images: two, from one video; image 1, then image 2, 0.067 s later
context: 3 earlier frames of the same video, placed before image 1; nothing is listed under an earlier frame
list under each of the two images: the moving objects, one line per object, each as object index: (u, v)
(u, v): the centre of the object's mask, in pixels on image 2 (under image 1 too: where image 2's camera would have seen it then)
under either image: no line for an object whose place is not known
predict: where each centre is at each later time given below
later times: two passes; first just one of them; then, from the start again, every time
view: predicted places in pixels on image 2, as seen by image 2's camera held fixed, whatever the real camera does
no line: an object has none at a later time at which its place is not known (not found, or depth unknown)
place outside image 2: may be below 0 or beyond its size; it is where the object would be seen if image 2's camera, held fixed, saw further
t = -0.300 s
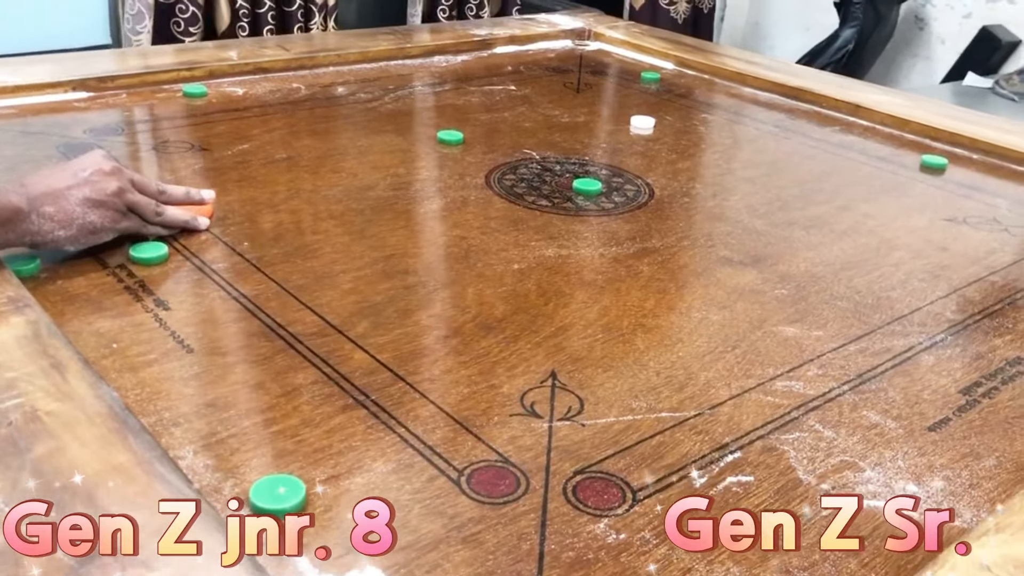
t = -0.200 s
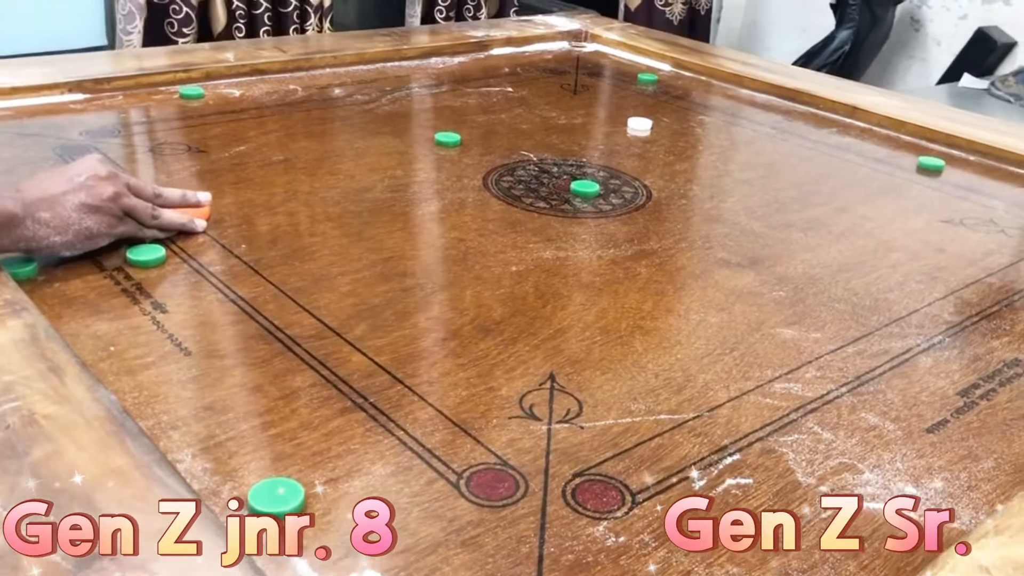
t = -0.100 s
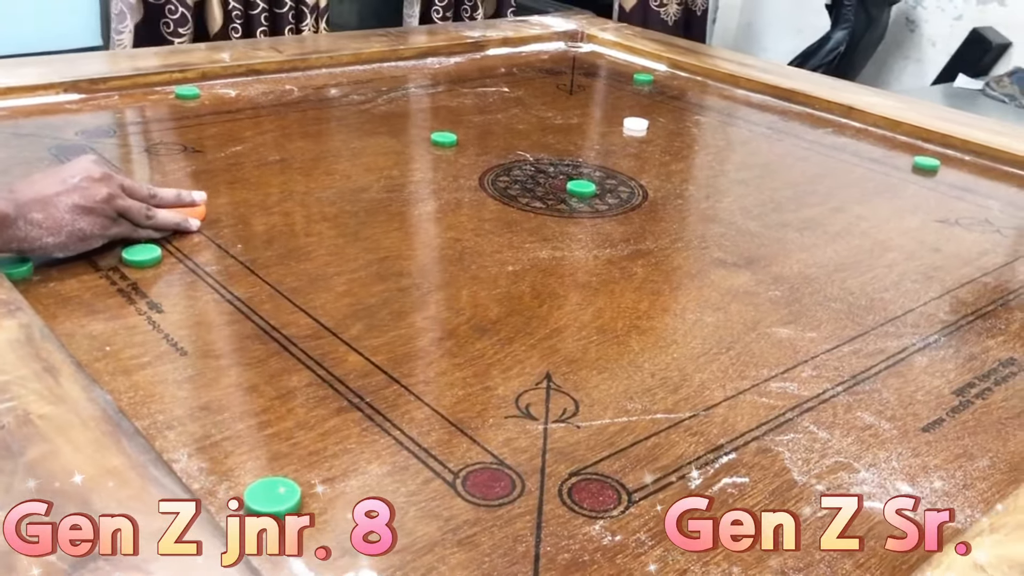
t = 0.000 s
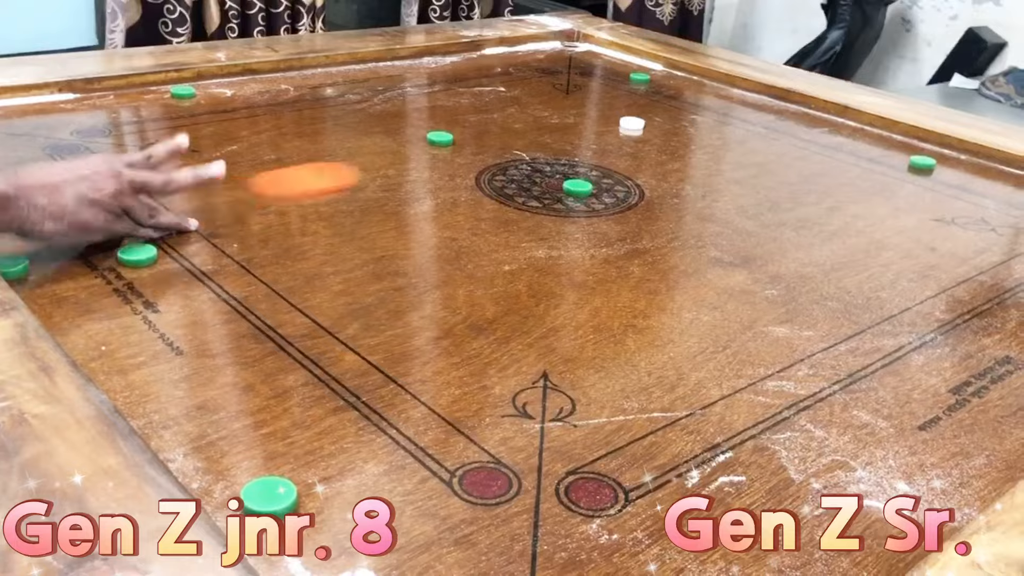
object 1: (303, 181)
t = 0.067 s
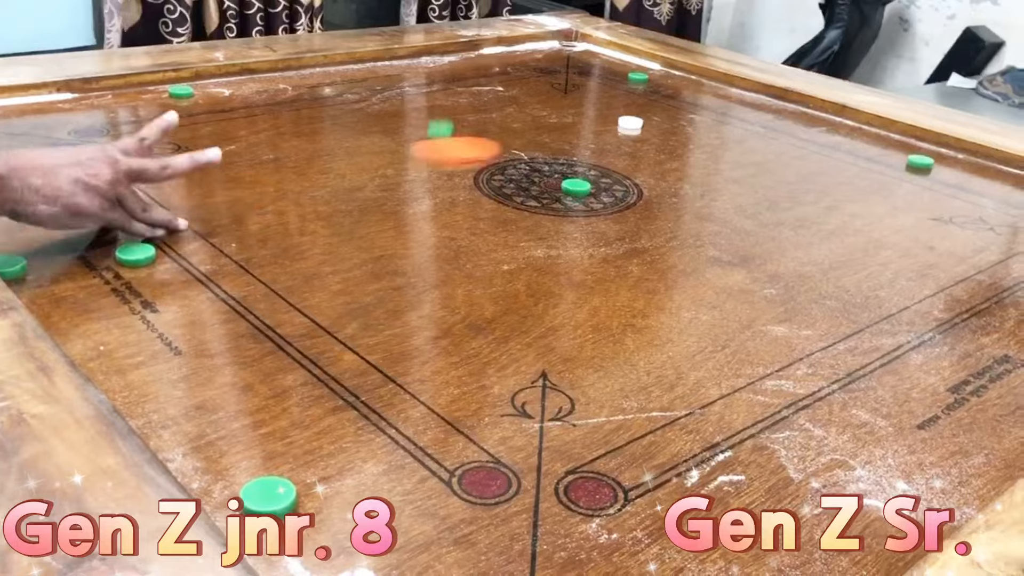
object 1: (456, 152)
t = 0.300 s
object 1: (778, 123)
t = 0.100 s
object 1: (520, 144)
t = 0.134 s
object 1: (576, 138)
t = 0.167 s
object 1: (625, 133)
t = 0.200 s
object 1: (667, 130)
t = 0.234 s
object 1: (704, 127)
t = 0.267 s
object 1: (742, 125)
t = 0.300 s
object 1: (778, 123)
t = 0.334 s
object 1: (809, 121)
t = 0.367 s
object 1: (817, 124)
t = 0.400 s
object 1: (810, 129)
